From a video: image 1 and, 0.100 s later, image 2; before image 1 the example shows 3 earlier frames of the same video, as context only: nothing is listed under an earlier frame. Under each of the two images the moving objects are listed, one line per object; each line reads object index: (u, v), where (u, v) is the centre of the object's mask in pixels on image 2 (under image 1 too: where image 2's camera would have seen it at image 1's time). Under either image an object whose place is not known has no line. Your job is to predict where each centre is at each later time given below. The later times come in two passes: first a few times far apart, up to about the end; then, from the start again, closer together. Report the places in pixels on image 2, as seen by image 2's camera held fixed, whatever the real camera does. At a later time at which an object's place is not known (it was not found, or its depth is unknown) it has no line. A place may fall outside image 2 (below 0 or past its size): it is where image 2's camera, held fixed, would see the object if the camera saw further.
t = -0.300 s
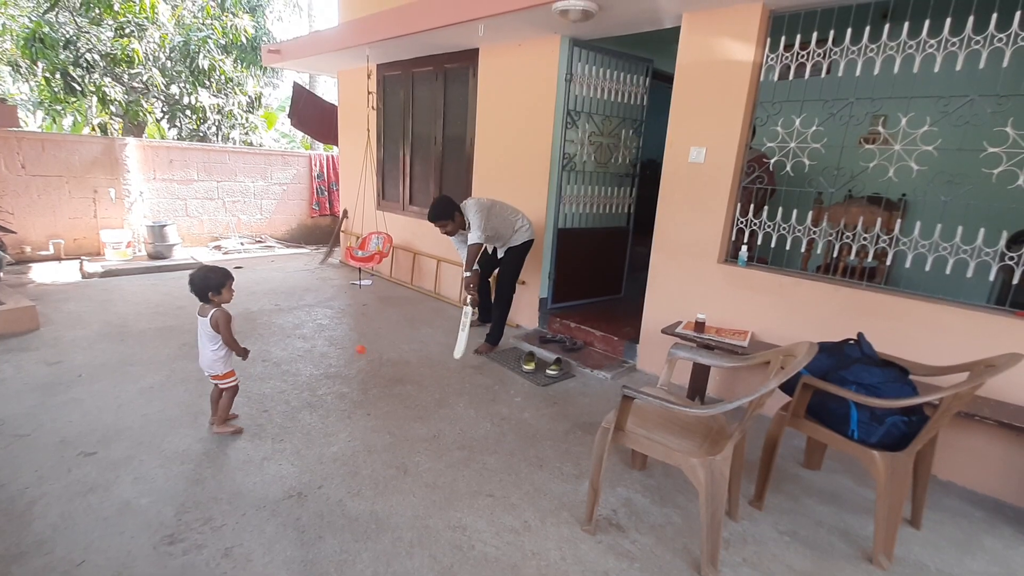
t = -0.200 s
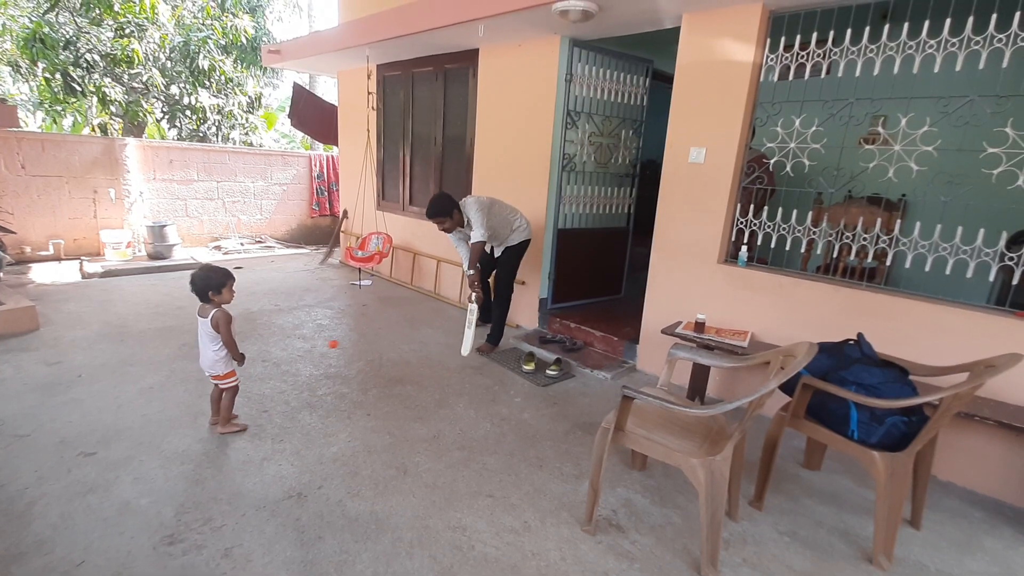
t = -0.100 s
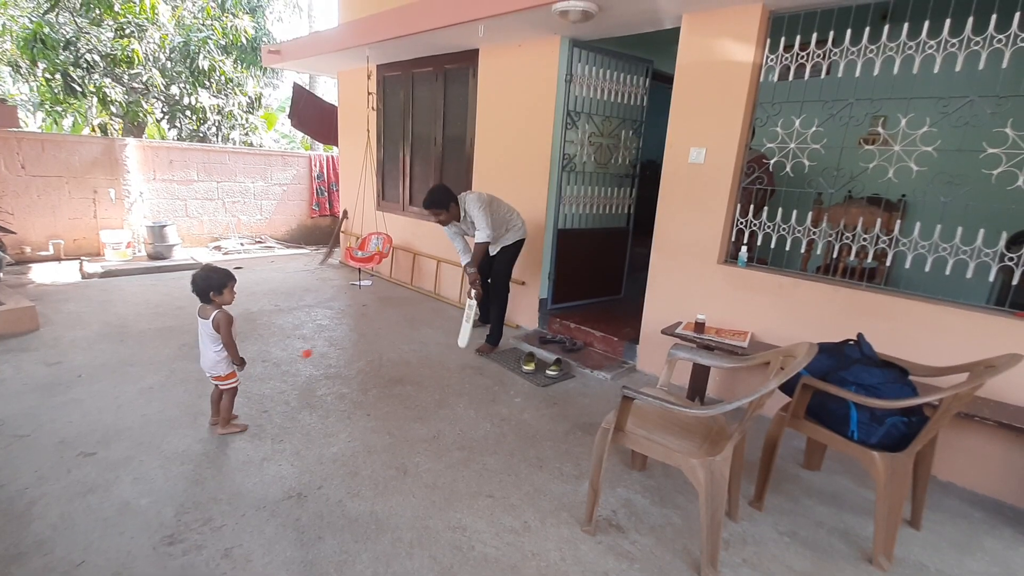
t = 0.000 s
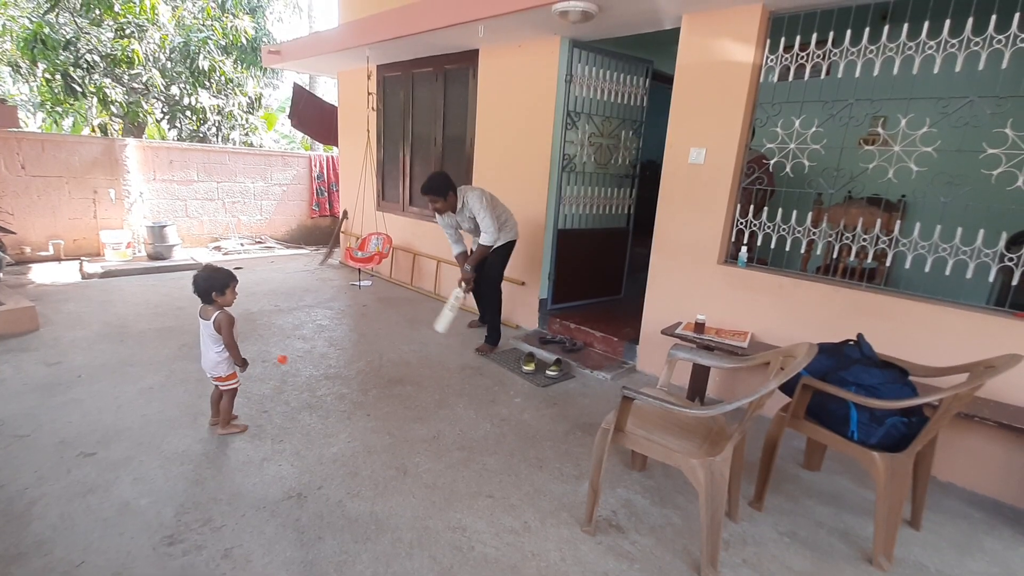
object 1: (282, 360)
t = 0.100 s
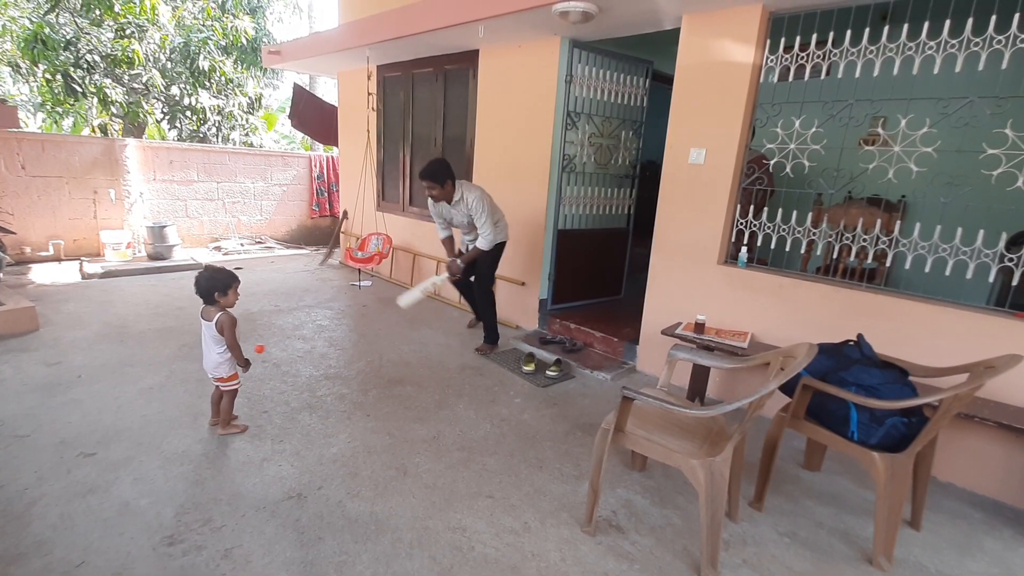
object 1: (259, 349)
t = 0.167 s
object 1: (247, 350)
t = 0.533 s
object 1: (172, 362)
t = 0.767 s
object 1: (126, 364)
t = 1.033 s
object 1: (77, 370)
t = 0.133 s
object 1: (252, 349)
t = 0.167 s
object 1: (247, 350)
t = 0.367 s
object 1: (202, 358)
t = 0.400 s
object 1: (197, 355)
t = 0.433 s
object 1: (191, 355)
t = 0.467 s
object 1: (184, 355)
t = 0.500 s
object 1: (178, 358)
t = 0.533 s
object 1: (172, 362)
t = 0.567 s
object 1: (166, 368)
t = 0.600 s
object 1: (160, 374)
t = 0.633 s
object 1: (153, 369)
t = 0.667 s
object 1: (145, 365)
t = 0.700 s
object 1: (139, 363)
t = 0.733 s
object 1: (133, 362)
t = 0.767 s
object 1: (126, 364)
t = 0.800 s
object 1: (120, 367)
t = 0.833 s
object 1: (114, 372)
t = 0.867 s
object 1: (107, 379)
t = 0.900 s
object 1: (101, 374)
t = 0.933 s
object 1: (95, 371)
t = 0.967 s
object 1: (89, 369)
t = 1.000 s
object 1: (83, 368)
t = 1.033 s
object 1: (77, 370)
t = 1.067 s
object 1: (71, 373)
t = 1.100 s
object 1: (66, 378)
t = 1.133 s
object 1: (61, 381)
